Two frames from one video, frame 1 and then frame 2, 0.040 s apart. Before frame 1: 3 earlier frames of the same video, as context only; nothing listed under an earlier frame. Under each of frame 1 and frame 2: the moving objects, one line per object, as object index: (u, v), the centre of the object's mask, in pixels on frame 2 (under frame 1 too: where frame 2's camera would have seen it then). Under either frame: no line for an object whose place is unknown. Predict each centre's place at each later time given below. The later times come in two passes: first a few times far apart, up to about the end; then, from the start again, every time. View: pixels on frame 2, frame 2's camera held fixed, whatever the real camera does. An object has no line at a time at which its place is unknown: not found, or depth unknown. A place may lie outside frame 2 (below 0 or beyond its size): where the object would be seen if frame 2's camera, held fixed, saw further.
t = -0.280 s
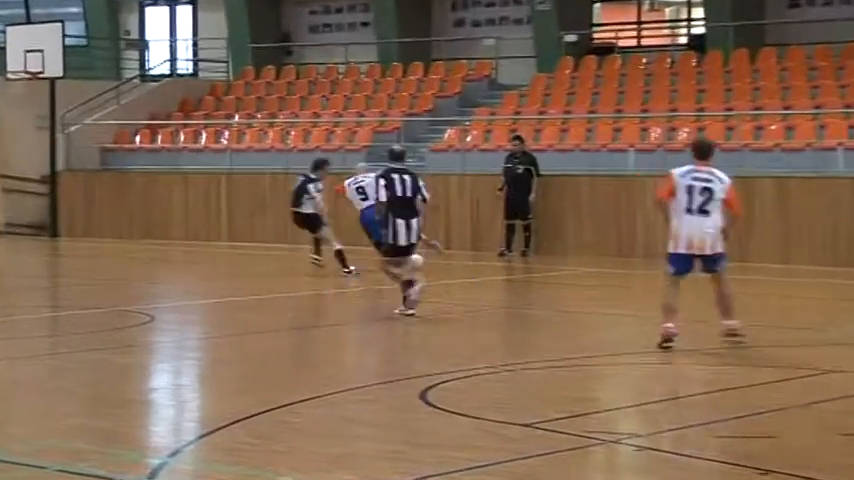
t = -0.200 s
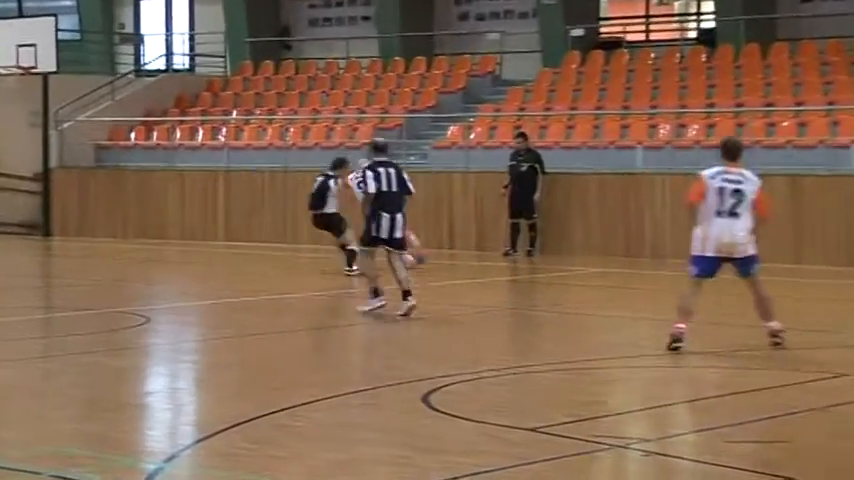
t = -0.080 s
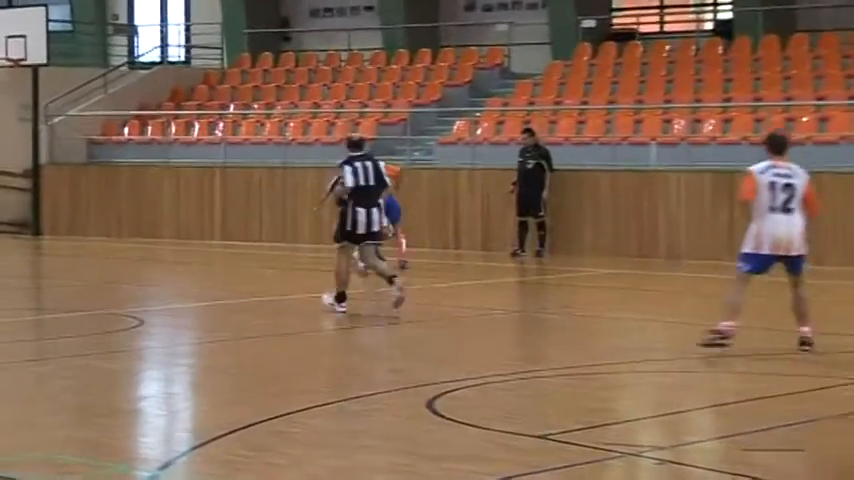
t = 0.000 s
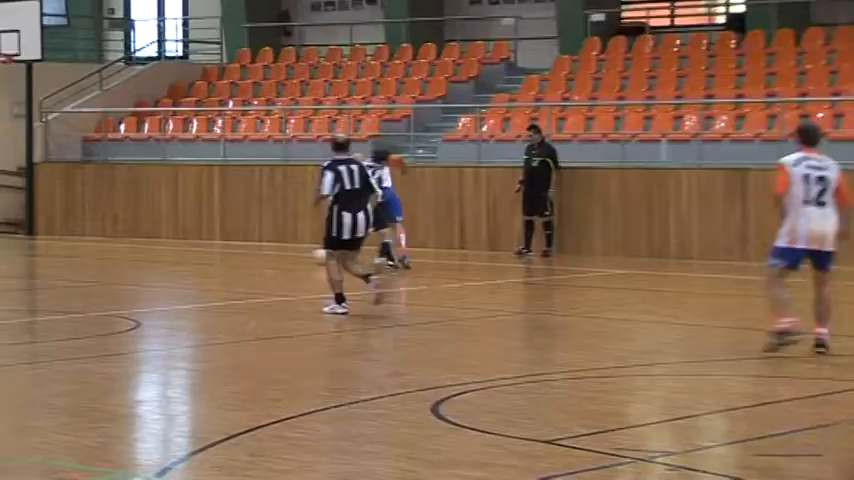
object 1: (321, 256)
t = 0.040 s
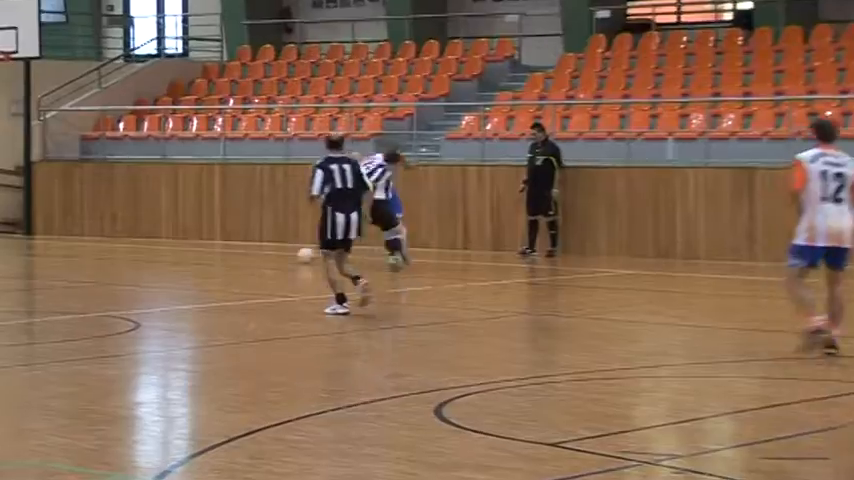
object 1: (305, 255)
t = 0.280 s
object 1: (216, 249)
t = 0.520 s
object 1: (151, 246)
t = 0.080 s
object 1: (288, 254)
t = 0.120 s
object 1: (272, 254)
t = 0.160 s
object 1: (257, 252)
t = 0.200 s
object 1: (242, 251)
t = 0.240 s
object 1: (228, 250)
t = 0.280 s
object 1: (216, 249)
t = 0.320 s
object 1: (203, 249)
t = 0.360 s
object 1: (192, 248)
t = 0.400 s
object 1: (181, 248)
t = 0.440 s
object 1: (170, 247)
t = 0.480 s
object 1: (160, 247)
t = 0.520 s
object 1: (151, 246)
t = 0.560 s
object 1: (142, 245)
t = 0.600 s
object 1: (135, 246)
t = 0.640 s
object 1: (127, 246)
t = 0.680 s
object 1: (121, 245)
